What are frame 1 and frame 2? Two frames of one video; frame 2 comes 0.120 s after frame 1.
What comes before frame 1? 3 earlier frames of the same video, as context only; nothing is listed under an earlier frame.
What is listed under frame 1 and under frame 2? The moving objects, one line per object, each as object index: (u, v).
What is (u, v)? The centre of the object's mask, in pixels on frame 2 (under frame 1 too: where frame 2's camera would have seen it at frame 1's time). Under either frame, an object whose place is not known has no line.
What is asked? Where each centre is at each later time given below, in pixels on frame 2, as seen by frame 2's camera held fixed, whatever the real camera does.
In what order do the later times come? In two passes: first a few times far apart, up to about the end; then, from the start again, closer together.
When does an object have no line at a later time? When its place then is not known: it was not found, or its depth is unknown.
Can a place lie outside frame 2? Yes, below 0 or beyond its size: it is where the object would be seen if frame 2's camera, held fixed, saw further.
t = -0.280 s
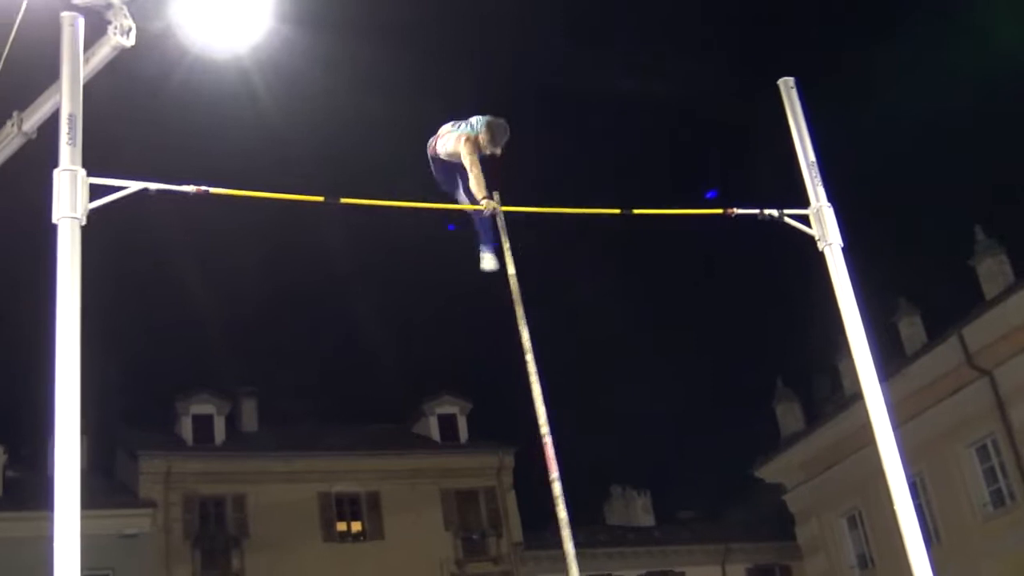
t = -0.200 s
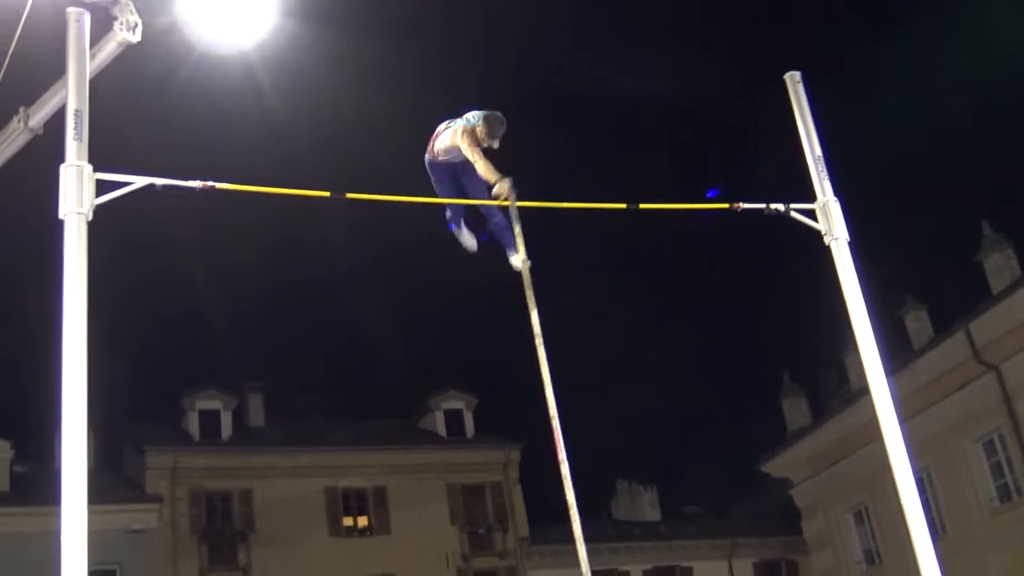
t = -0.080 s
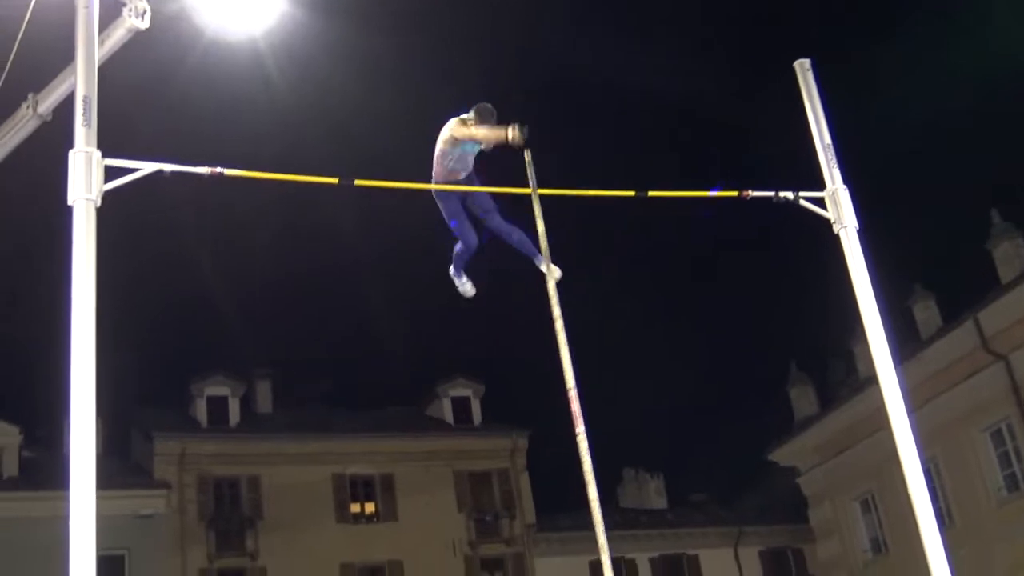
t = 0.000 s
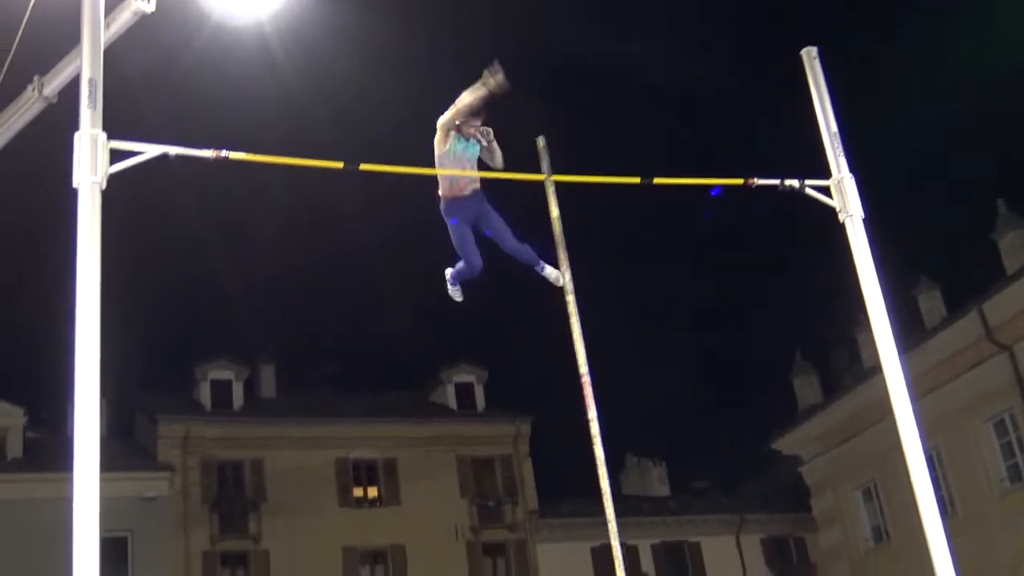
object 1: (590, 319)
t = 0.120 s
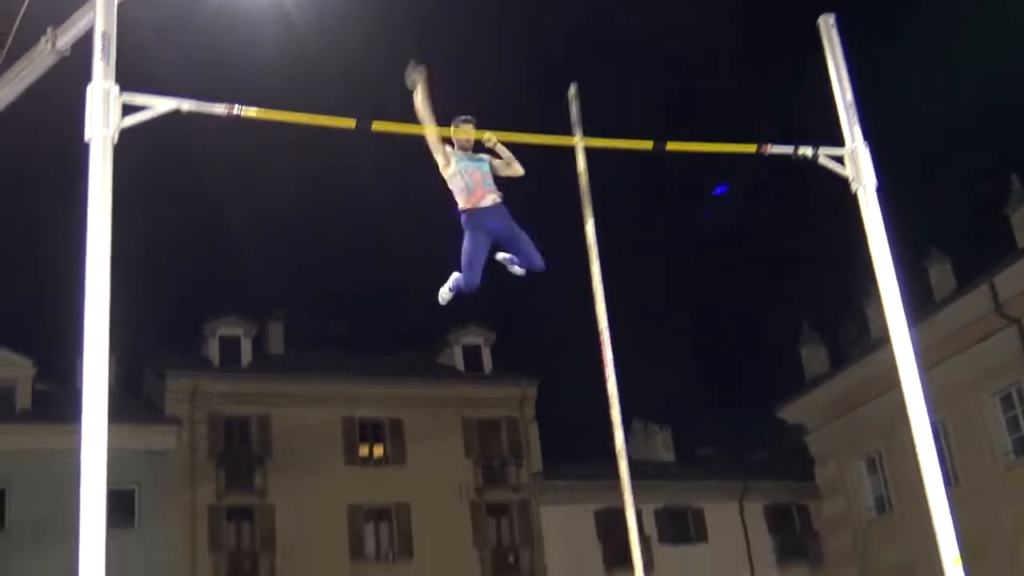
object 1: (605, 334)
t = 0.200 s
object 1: (613, 340)
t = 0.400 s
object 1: (639, 395)
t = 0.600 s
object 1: (665, 448)
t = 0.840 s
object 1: (694, 517)
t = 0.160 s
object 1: (609, 336)
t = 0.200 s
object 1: (613, 340)
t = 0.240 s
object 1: (617, 348)
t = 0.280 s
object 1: (623, 357)
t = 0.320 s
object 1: (628, 373)
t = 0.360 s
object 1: (634, 383)
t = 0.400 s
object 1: (639, 395)
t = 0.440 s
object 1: (645, 408)
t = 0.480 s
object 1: (650, 416)
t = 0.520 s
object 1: (655, 425)
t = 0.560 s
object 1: (660, 433)
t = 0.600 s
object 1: (665, 448)
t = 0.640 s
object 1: (670, 460)
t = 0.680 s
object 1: (675, 479)
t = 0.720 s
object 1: (678, 492)
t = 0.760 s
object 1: (684, 503)
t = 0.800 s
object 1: (688, 506)
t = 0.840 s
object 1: (694, 517)
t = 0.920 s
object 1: (705, 525)
